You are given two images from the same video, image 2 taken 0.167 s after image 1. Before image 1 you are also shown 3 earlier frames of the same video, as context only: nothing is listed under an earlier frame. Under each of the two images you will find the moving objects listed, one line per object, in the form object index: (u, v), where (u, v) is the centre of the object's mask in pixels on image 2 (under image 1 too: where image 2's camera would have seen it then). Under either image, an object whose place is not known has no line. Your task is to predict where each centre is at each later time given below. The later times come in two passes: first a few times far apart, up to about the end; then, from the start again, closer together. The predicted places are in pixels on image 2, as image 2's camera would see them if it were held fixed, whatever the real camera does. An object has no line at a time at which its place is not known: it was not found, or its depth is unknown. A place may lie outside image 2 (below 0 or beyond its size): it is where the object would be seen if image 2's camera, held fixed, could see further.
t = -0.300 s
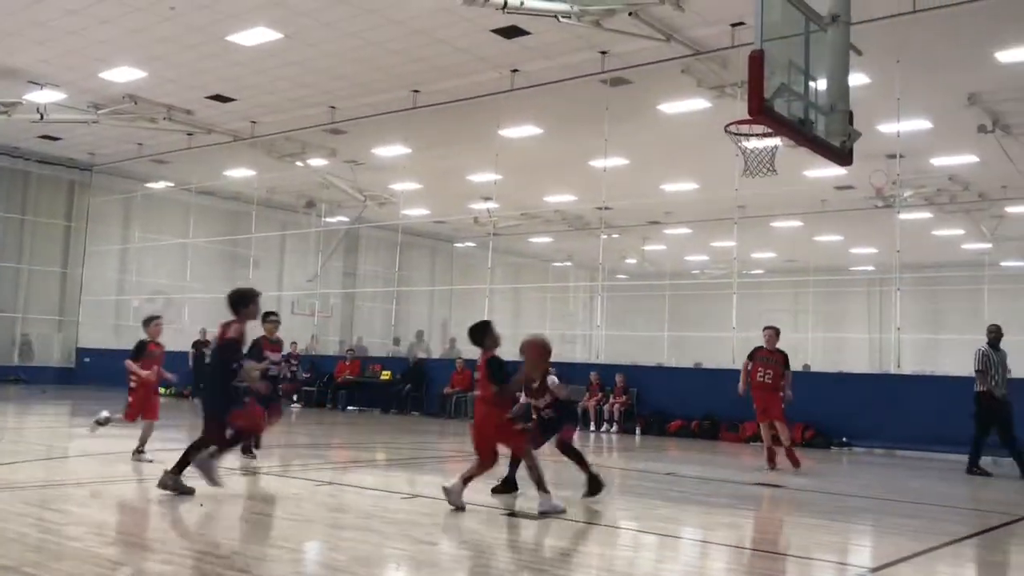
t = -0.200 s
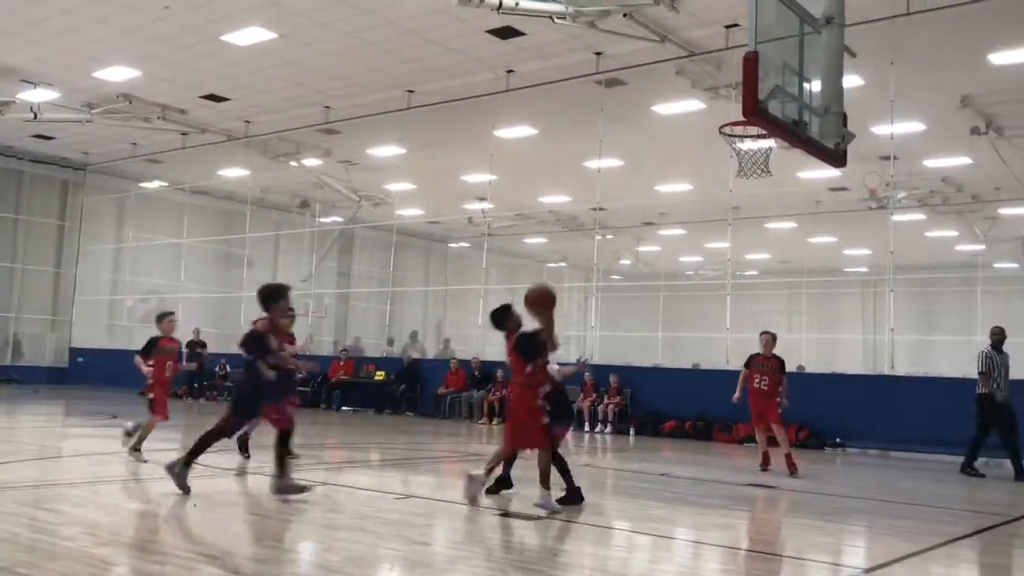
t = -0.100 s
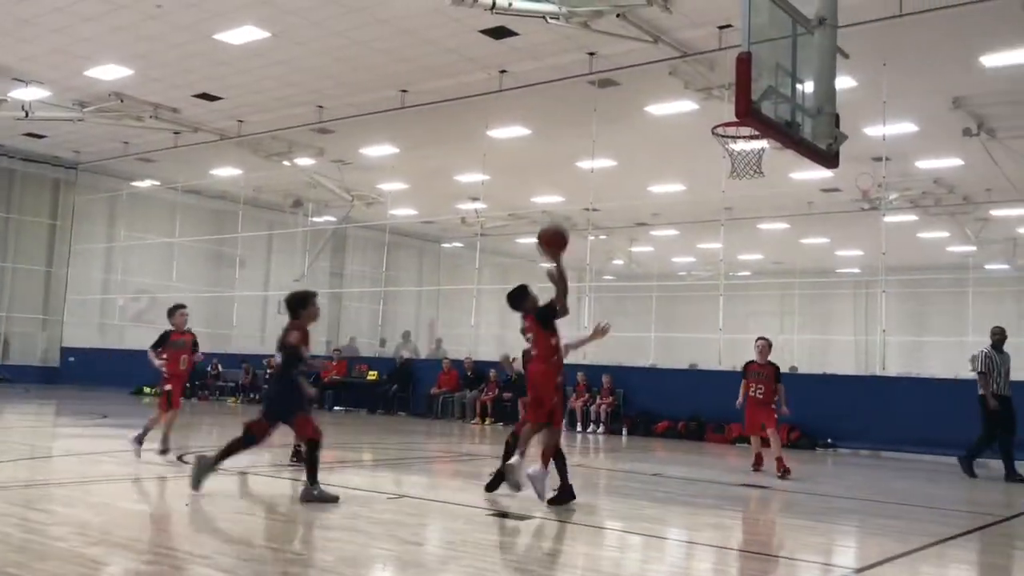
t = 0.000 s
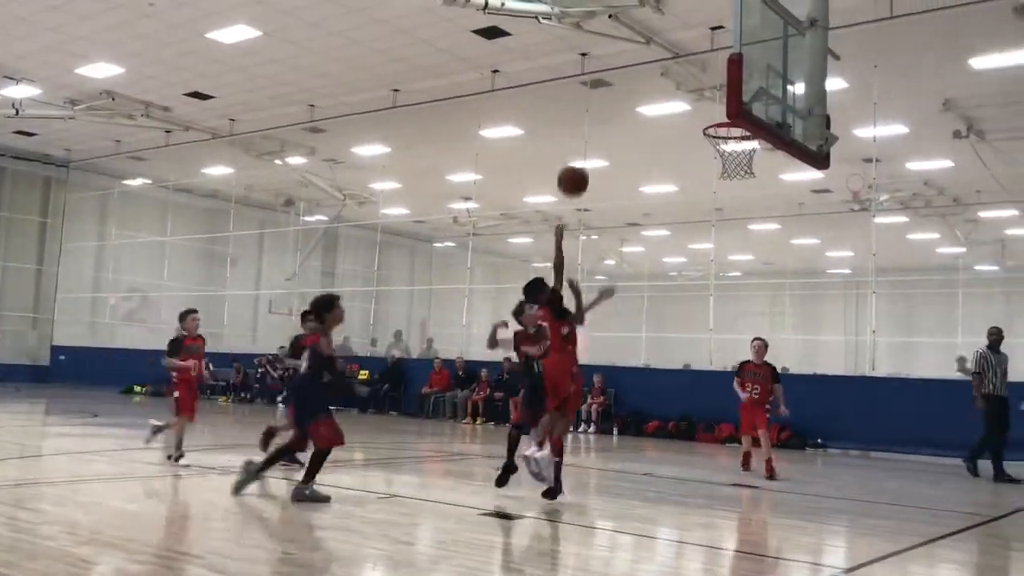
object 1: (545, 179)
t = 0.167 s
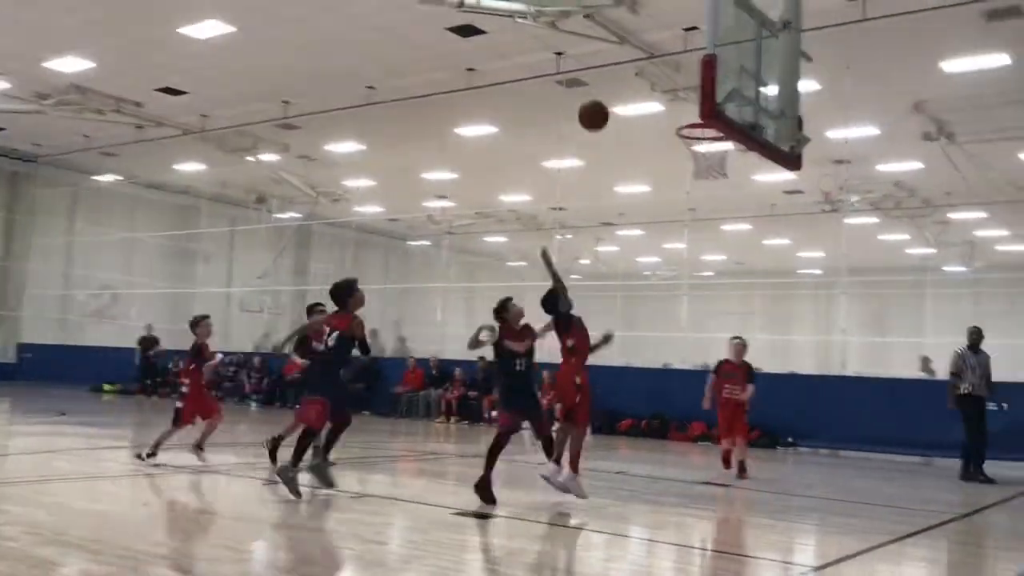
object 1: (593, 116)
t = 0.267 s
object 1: (619, 95)
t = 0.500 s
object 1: (673, 96)
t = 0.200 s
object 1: (602, 107)
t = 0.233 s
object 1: (610, 100)
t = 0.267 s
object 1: (619, 95)
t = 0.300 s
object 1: (627, 91)
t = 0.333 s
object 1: (636, 89)
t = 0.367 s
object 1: (643, 88)
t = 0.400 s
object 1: (651, 88)
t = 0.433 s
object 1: (658, 89)
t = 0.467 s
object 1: (666, 92)
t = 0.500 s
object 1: (673, 96)
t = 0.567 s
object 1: (686, 109)
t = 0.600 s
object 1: (688, 108)
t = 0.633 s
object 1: (690, 103)
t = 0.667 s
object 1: (692, 99)
